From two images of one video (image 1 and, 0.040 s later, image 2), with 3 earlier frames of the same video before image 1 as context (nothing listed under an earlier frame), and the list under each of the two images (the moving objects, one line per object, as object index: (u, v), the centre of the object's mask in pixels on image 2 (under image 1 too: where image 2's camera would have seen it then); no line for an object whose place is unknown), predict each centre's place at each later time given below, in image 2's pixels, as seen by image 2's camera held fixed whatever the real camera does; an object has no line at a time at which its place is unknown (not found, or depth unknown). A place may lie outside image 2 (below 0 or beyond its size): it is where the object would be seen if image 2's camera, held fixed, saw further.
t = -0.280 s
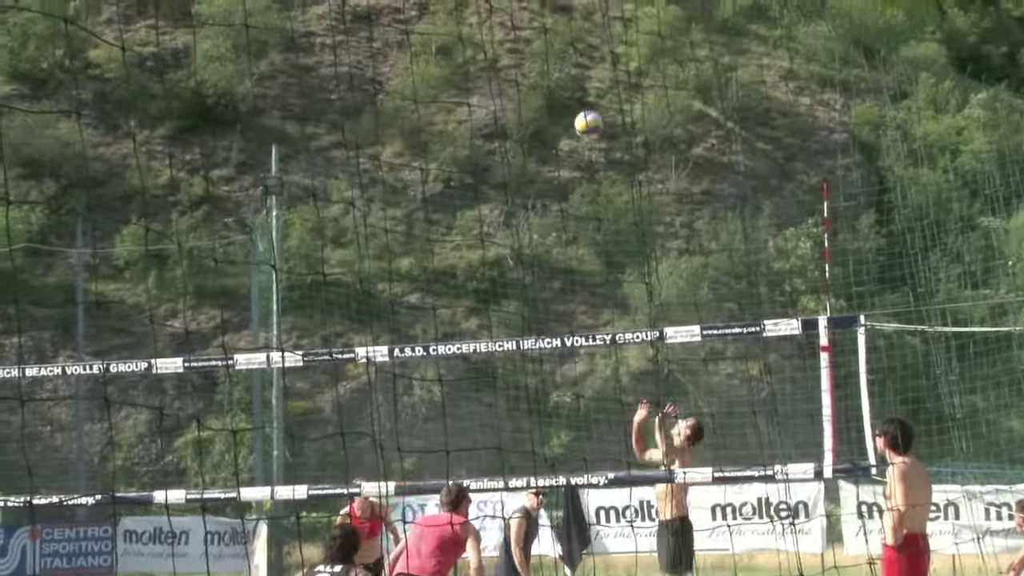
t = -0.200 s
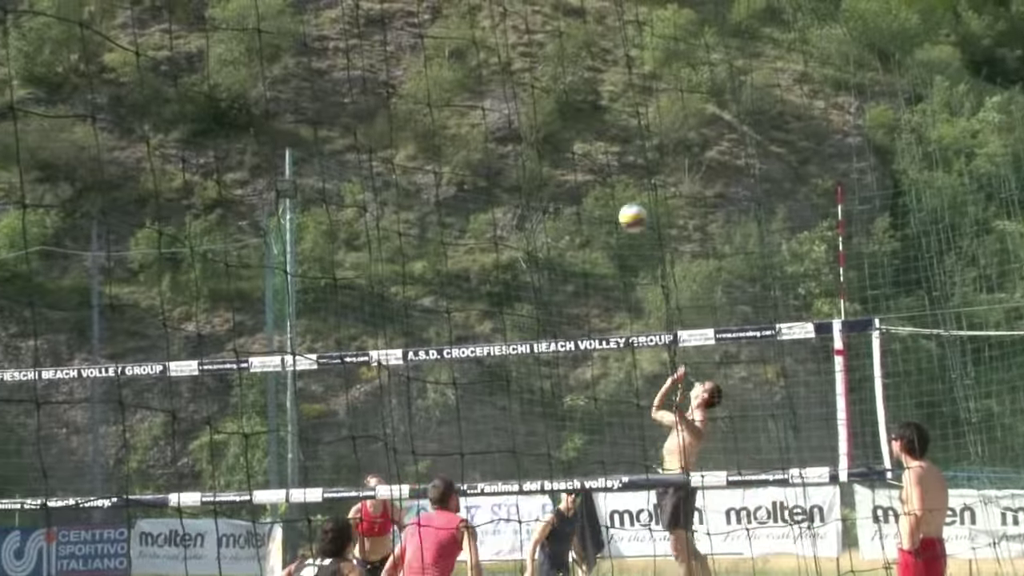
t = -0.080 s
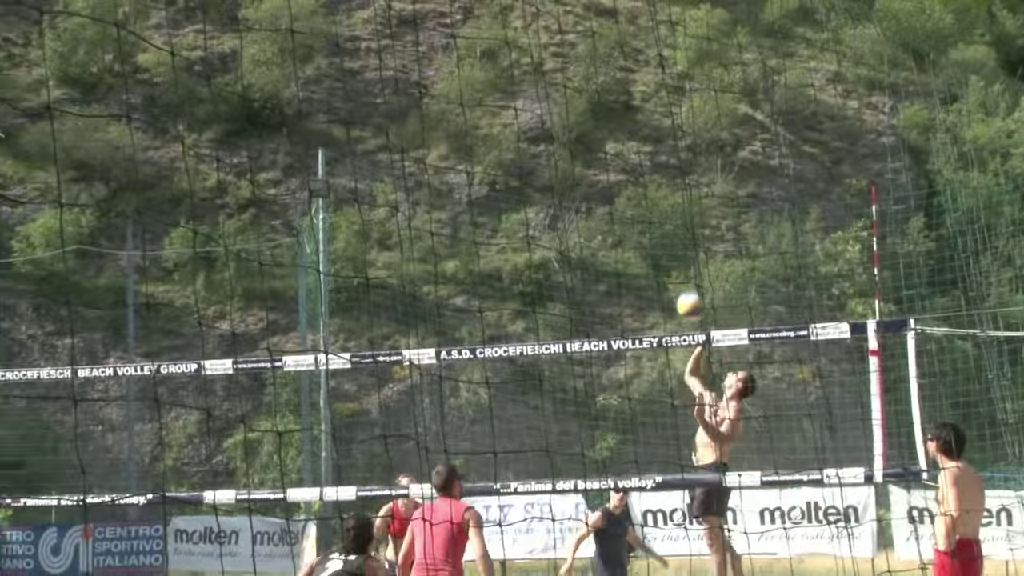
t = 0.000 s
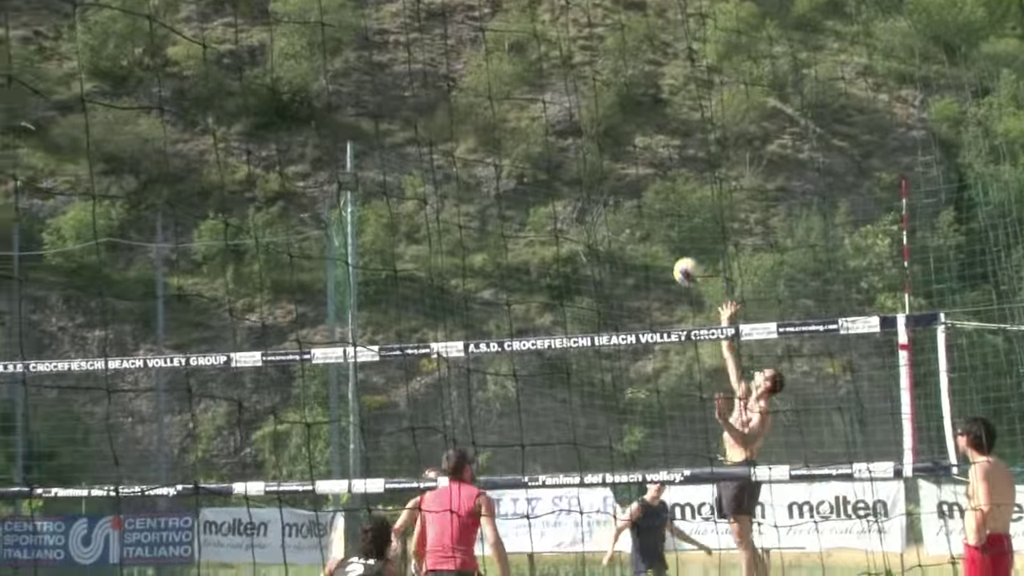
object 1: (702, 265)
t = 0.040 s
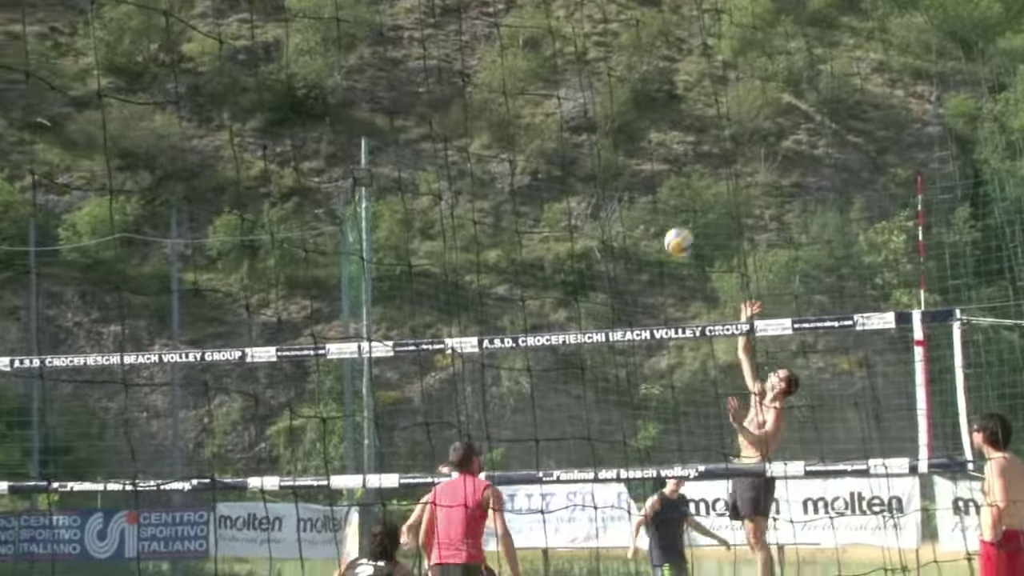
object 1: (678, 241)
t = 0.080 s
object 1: (652, 221)
